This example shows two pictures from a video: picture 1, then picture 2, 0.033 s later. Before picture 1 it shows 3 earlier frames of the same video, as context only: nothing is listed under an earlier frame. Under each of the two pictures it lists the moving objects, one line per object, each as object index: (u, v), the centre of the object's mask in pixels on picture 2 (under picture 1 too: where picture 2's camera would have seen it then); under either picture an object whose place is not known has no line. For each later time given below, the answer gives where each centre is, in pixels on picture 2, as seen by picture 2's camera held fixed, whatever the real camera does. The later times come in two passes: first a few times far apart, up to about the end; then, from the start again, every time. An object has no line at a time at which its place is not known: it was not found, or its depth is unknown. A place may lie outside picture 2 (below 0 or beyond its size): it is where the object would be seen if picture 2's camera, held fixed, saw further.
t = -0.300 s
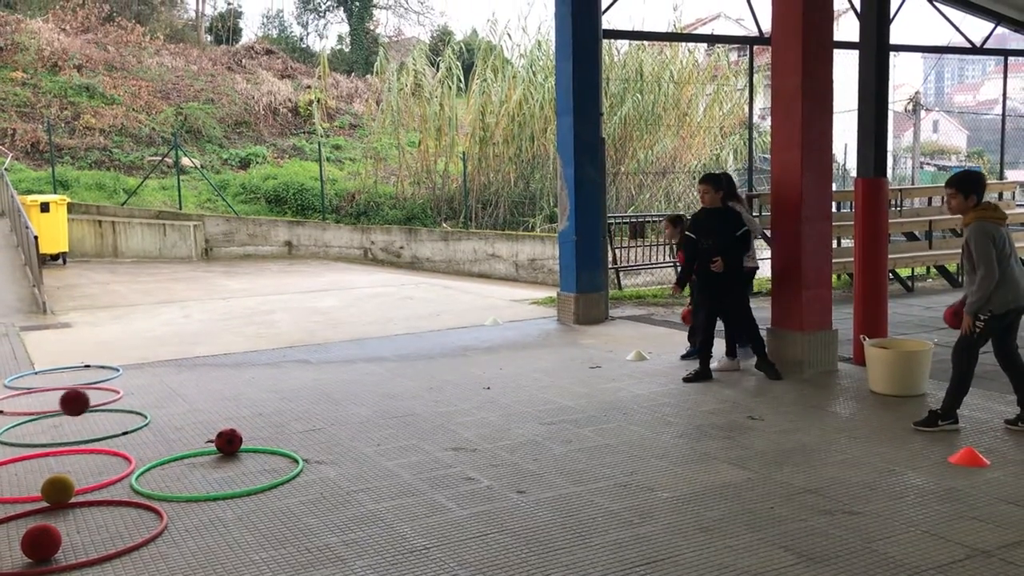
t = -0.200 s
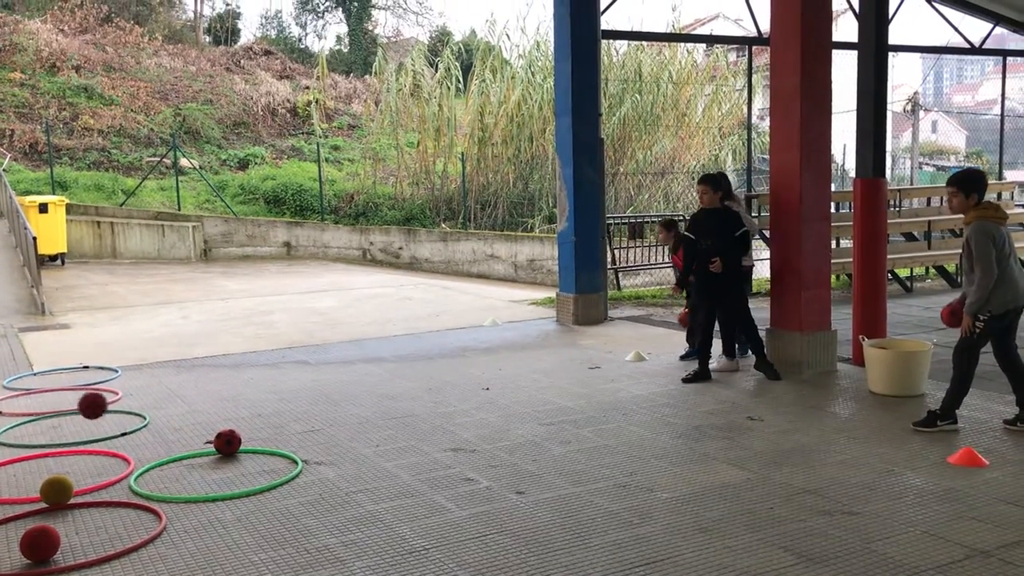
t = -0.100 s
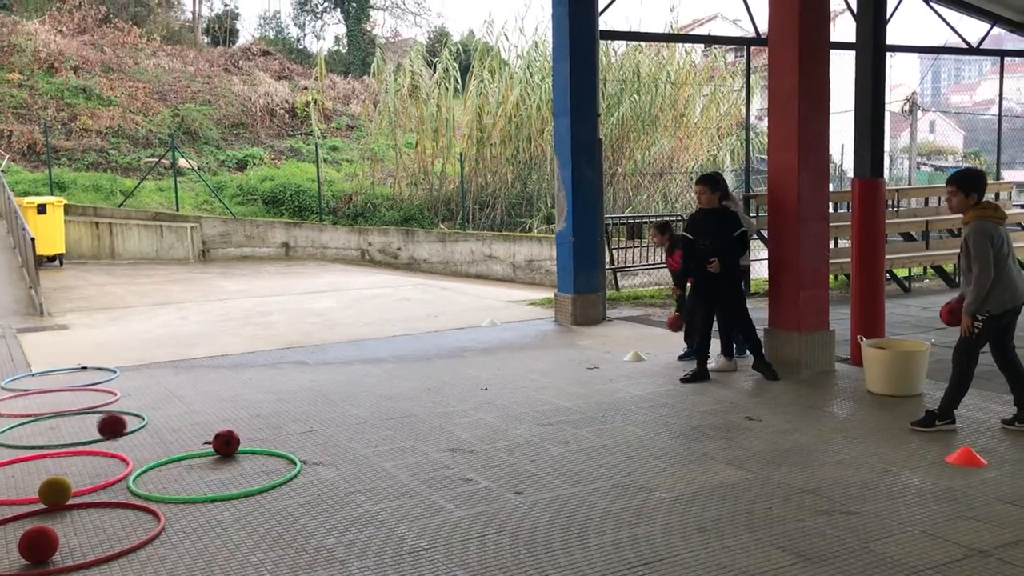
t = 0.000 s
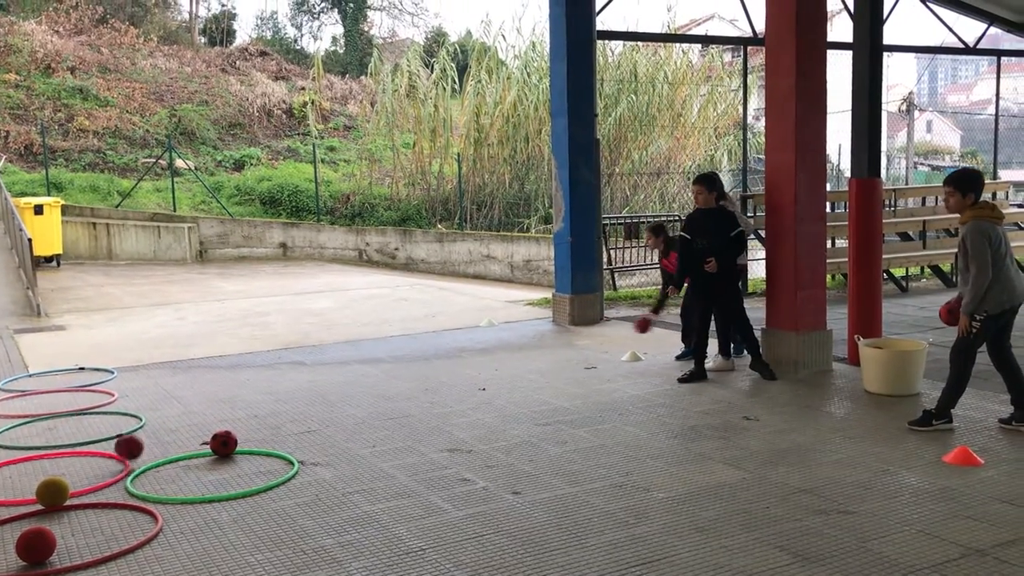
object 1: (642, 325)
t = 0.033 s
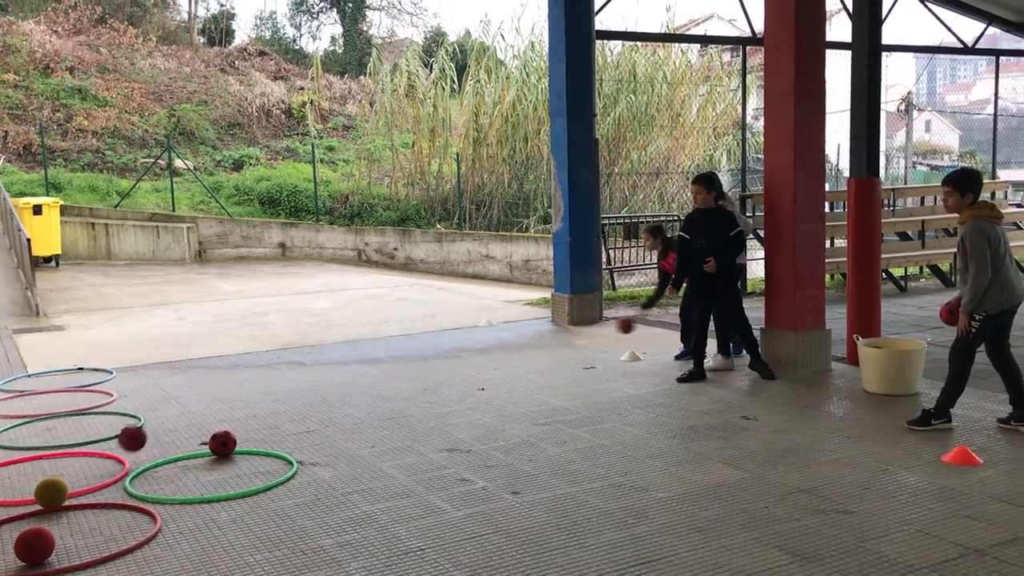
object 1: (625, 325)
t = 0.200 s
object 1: (547, 347)
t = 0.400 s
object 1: (471, 349)
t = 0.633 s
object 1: (392, 372)
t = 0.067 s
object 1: (609, 327)
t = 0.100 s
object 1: (594, 329)
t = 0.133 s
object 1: (578, 334)
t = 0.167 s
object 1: (562, 339)
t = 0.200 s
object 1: (547, 347)
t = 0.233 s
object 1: (531, 355)
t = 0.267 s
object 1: (517, 363)
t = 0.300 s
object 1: (505, 357)
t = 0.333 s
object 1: (493, 353)
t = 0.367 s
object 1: (482, 351)
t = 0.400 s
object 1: (471, 349)
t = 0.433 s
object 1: (459, 350)
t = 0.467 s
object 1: (448, 351)
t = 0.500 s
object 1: (437, 354)
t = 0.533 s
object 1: (425, 358)
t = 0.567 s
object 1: (414, 364)
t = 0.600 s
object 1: (403, 372)
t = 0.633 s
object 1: (392, 372)
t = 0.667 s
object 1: (381, 368)
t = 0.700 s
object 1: (369, 366)
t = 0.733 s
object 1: (357, 366)
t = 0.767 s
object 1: (346, 367)
